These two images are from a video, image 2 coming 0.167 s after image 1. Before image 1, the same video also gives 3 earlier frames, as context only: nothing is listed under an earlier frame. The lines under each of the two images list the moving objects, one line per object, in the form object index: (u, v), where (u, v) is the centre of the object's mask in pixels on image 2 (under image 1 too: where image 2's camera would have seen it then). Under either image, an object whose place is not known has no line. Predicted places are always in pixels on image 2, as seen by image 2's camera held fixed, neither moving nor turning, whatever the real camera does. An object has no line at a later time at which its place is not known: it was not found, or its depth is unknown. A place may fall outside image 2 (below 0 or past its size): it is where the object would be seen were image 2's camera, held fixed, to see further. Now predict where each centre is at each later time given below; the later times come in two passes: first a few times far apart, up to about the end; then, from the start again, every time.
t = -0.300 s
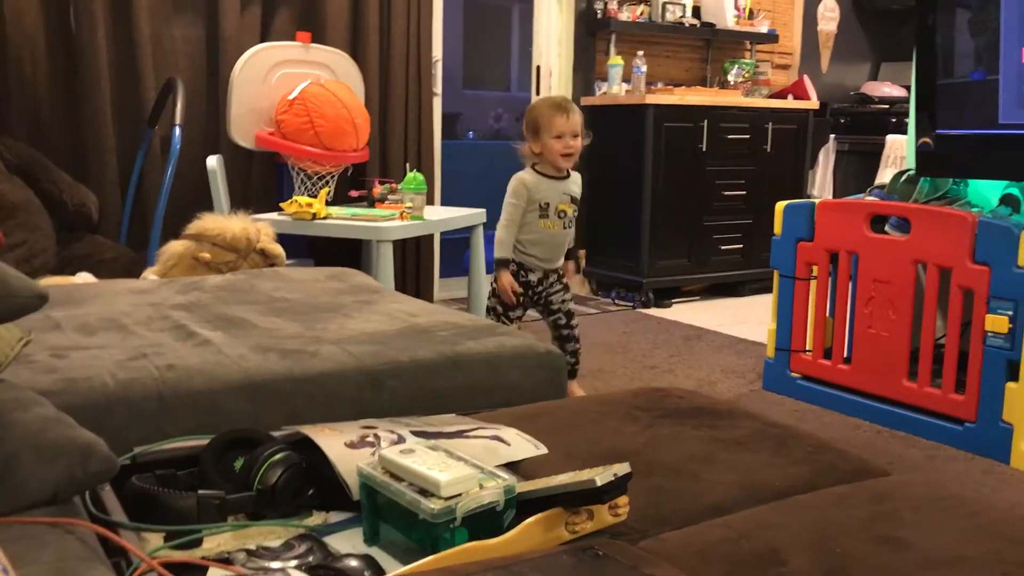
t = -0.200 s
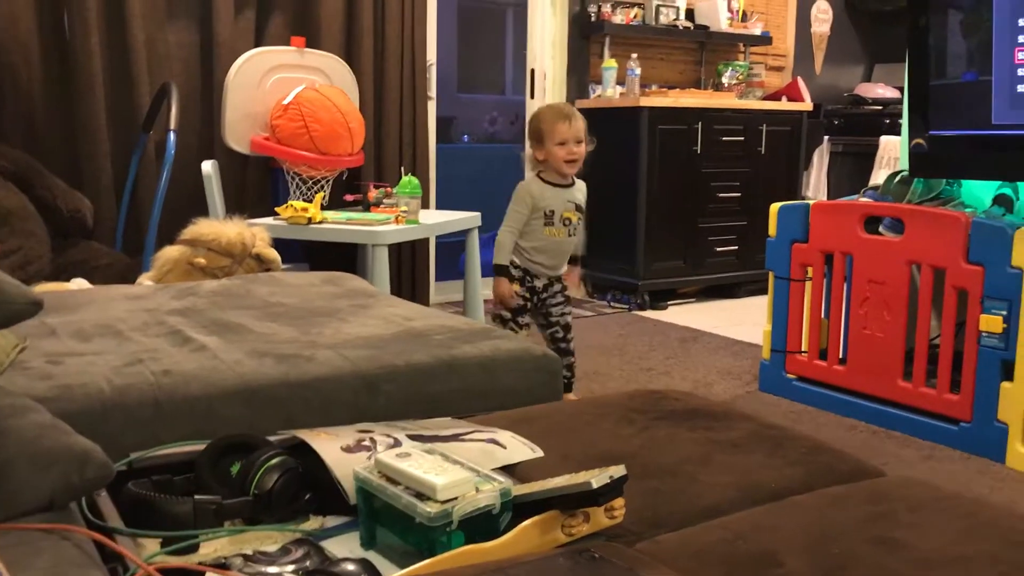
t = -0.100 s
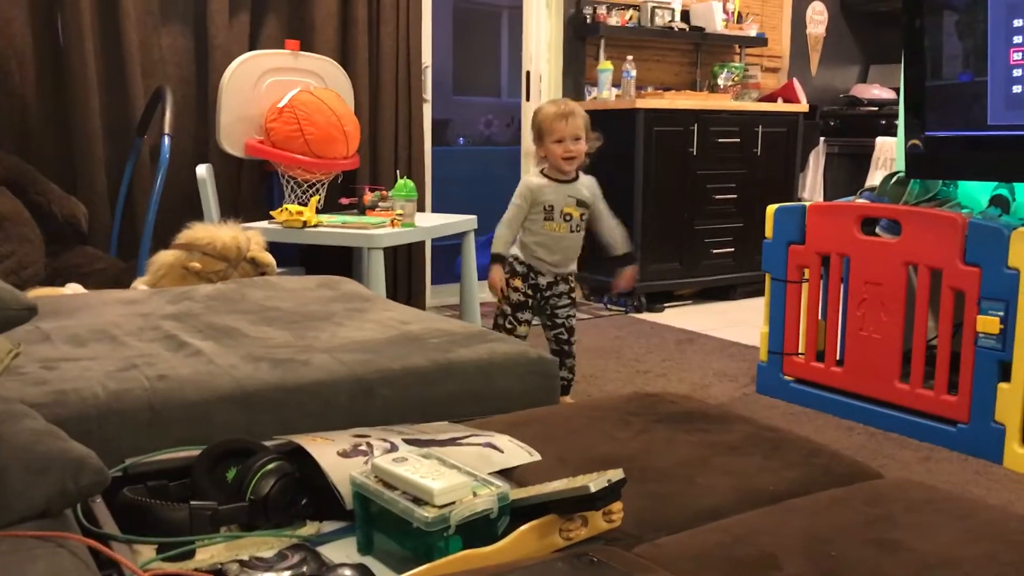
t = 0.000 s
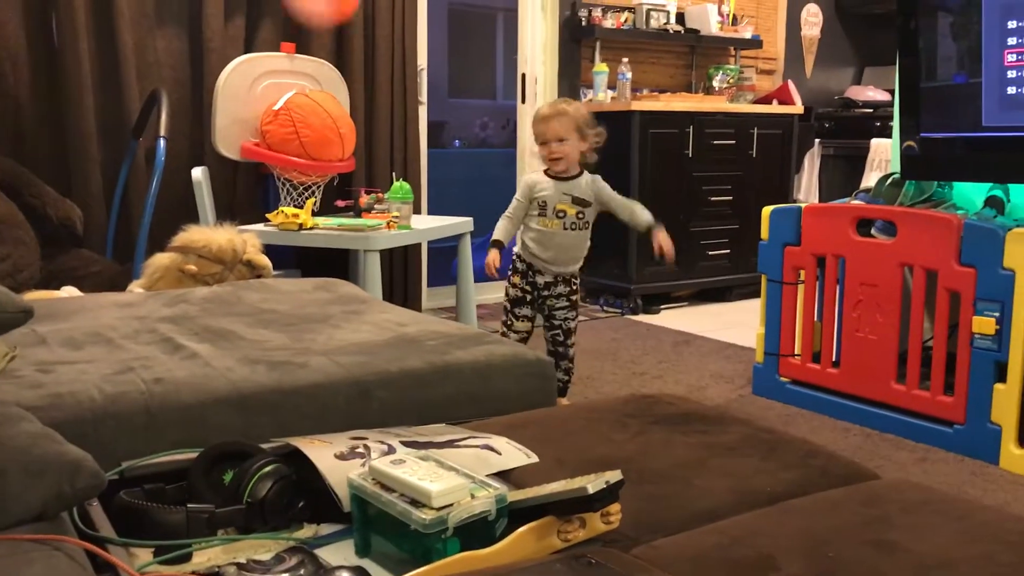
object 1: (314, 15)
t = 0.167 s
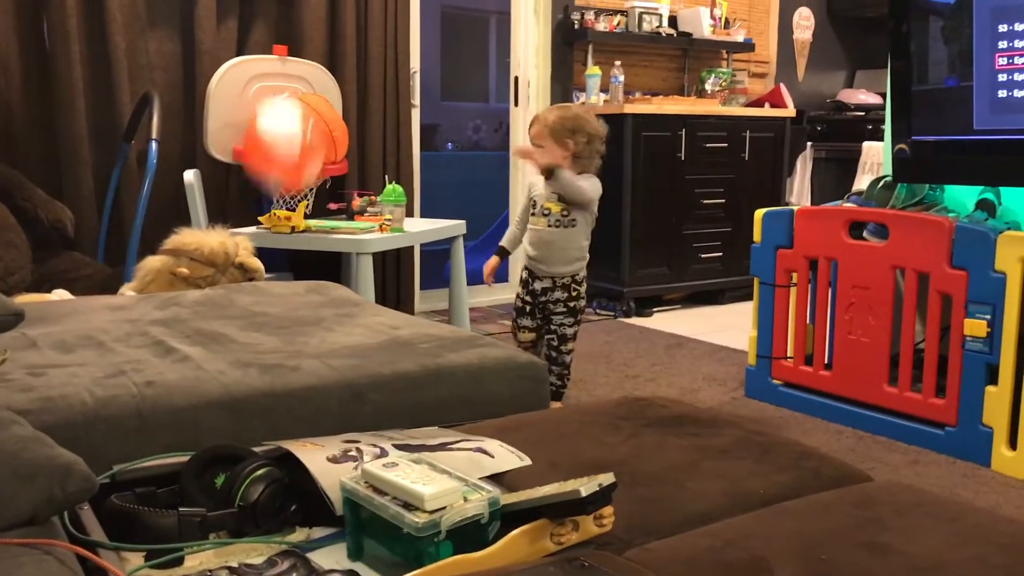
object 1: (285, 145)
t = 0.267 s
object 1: (252, 145)
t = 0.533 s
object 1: (207, 108)
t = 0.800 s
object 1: (244, 185)
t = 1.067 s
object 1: (258, 186)
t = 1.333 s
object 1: (271, 185)
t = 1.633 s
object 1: (260, 187)
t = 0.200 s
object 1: (278, 176)
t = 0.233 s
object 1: (266, 161)
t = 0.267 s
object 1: (252, 145)
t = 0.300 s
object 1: (239, 131)
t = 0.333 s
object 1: (226, 120)
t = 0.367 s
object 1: (214, 113)
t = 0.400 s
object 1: (205, 108)
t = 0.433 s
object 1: (196, 105)
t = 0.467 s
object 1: (195, 104)
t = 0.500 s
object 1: (200, 104)
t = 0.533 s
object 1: (207, 108)
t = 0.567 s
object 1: (212, 113)
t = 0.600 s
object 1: (218, 123)
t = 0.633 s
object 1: (224, 135)
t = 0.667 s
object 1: (231, 147)
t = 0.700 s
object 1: (238, 162)
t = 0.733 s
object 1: (244, 179)
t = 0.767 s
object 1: (247, 193)
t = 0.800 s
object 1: (244, 185)
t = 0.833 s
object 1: (236, 181)
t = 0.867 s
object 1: (236, 182)
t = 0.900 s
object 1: (241, 185)
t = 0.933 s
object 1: (246, 189)
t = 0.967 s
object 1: (249, 188)
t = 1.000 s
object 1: (252, 186)
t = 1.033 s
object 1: (255, 185)
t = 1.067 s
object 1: (258, 186)
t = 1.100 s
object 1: (261, 186)
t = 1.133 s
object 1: (263, 185)
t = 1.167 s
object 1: (265, 185)
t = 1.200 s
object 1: (267, 185)
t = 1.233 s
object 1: (268, 185)
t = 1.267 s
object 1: (270, 185)
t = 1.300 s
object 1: (270, 185)
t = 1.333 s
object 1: (271, 185)
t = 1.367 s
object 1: (270, 185)
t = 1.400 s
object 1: (270, 185)
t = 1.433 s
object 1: (270, 185)
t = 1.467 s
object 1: (269, 185)
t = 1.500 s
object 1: (268, 185)
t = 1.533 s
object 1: (266, 186)
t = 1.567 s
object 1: (265, 186)
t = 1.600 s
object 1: (262, 187)
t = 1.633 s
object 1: (260, 187)
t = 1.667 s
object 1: (258, 187)
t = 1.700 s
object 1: (255, 188)
